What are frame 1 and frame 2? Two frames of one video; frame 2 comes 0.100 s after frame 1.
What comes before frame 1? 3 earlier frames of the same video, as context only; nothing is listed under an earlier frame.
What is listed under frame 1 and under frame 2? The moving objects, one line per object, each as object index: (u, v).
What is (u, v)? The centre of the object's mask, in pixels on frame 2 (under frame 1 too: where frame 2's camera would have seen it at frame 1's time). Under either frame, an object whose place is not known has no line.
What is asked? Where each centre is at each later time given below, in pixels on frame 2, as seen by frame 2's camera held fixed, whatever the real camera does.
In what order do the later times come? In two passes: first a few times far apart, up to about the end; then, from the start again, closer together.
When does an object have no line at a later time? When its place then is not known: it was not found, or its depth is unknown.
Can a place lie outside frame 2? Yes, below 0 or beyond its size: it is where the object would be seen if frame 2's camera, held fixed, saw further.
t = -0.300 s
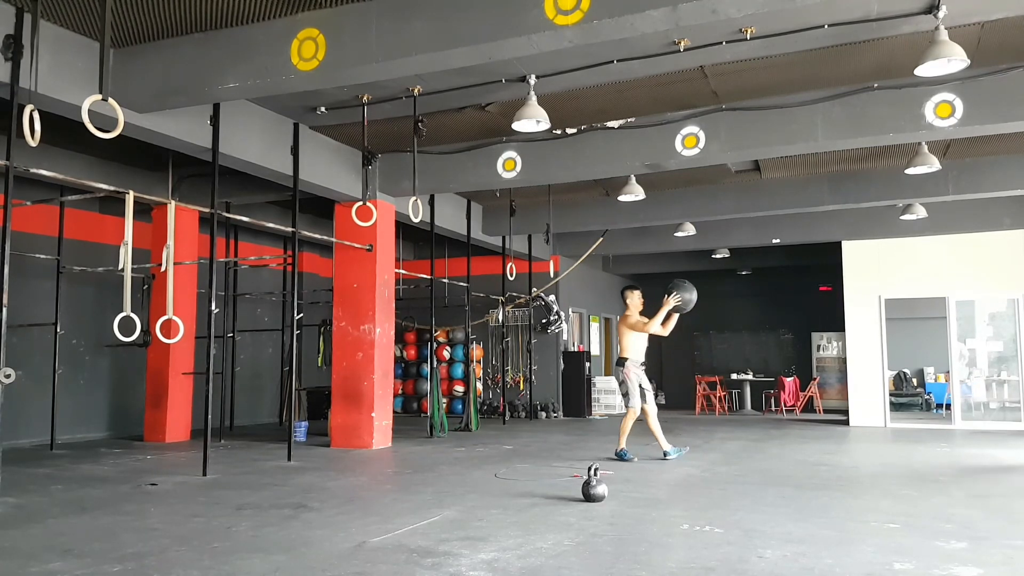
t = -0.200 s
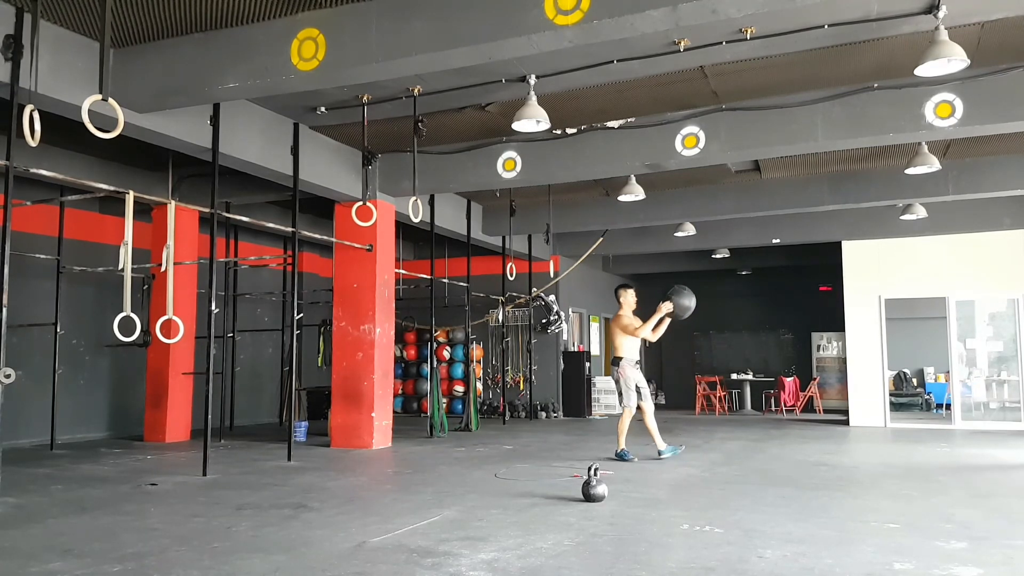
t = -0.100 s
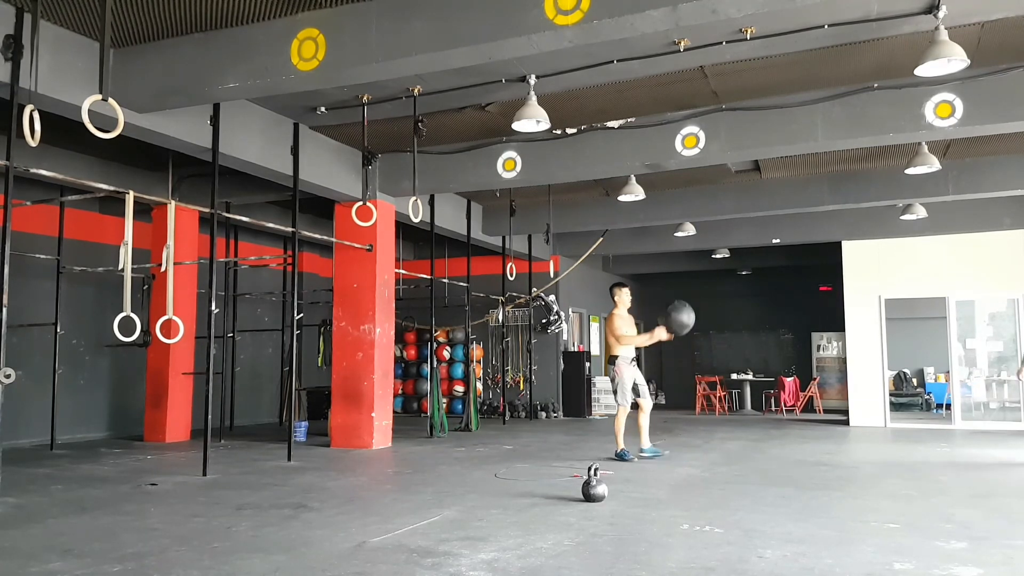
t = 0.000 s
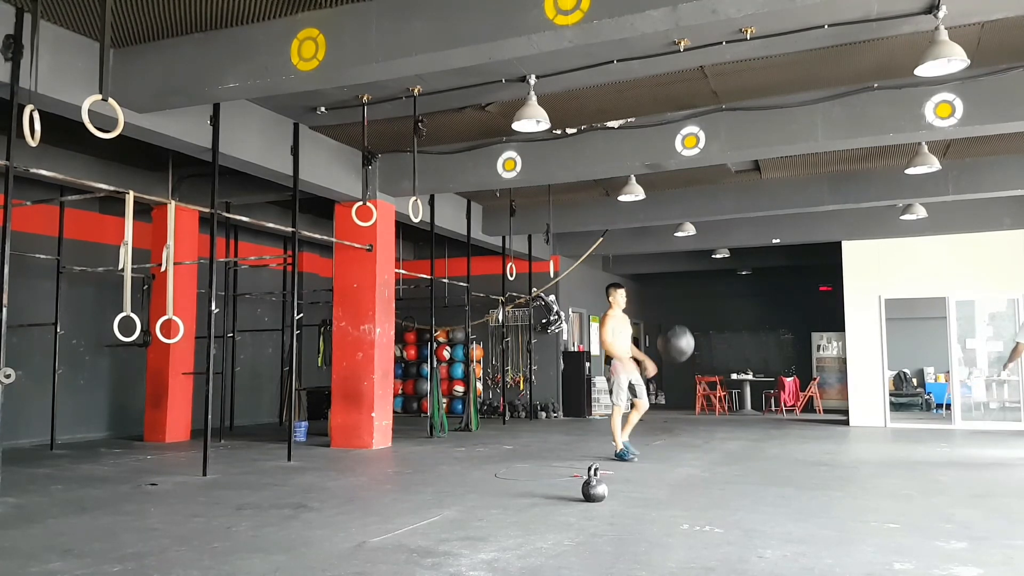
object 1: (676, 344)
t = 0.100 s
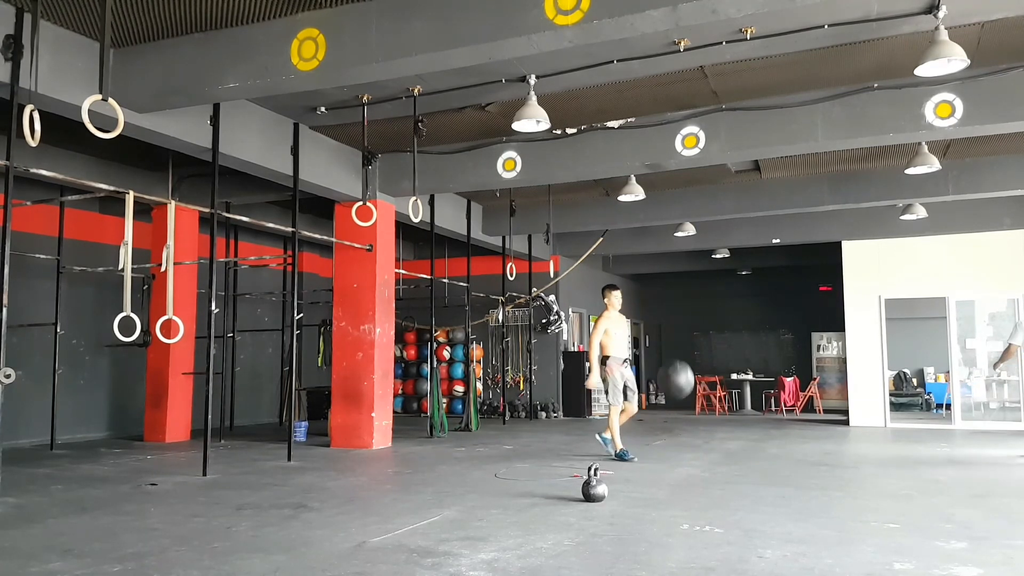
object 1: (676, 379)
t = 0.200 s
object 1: (676, 425)
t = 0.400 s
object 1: (675, 426)
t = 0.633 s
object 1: (674, 432)
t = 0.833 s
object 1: (675, 439)
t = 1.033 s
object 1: (675, 442)
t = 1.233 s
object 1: (675, 443)
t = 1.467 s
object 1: (675, 444)
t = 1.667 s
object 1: (675, 443)
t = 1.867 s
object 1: (675, 443)
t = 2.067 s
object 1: (675, 444)
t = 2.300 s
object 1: (675, 444)
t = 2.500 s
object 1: (675, 443)
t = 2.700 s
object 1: (675, 443)
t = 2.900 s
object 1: (675, 443)
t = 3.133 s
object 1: (675, 443)
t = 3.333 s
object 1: (675, 443)
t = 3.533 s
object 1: (675, 443)
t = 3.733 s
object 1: (675, 443)
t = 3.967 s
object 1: (675, 443)
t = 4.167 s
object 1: (675, 443)
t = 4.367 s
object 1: (675, 444)
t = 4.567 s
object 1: (675, 444)
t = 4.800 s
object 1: (675, 444)
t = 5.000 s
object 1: (675, 444)
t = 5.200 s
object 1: (675, 444)
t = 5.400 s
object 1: (675, 443)
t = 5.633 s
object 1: (675, 444)
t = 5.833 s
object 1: (675, 444)
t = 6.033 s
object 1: (675, 444)
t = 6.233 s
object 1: (675, 444)
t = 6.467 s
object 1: (675, 444)
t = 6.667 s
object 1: (675, 444)
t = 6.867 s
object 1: (675, 444)
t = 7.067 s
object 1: (675, 444)
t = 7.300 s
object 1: (675, 444)
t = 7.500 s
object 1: (675, 444)
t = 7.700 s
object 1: (675, 444)
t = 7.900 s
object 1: (675, 444)
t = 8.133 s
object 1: (675, 444)
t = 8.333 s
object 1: (675, 444)
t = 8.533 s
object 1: (675, 444)
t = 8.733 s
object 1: (675, 444)
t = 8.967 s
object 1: (675, 444)
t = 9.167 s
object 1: (675, 444)
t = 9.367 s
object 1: (675, 444)
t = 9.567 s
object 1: (675, 444)
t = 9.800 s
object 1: (675, 444)
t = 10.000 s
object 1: (675, 444)
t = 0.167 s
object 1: (676, 408)
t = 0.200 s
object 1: (676, 425)
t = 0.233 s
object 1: (676, 443)
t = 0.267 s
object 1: (676, 447)
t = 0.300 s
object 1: (675, 440)
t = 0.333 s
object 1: (675, 435)
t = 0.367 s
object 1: (675, 430)
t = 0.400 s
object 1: (675, 426)
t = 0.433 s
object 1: (674, 424)
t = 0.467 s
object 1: (674, 422)
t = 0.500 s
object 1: (674, 422)
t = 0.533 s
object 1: (674, 423)
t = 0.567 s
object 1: (674, 425)
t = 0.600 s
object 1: (674, 428)
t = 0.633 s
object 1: (674, 432)
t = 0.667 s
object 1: (674, 437)
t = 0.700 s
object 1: (674, 443)
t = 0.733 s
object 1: (674, 444)
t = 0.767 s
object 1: (674, 442)
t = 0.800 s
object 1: (674, 439)
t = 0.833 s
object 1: (675, 439)
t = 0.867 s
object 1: (675, 438)
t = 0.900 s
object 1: (675, 440)
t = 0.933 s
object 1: (675, 442)
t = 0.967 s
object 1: (675, 443)
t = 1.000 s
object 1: (675, 443)
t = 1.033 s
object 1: (675, 442)
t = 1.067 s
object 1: (675, 442)
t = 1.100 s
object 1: (675, 443)
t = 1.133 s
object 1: (675, 443)
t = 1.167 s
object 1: (675, 443)
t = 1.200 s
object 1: (675, 443)
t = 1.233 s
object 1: (675, 443)
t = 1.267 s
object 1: (675, 444)
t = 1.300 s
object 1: (675, 443)
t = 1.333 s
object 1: (675, 443)
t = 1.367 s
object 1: (675, 444)
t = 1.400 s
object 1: (675, 444)
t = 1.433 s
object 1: (675, 444)
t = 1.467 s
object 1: (675, 444)
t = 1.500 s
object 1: (675, 444)
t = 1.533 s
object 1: (675, 444)
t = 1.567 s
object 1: (675, 444)
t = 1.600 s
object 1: (675, 444)
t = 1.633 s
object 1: (675, 444)
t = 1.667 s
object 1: (675, 443)
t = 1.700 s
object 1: (675, 444)
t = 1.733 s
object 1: (675, 443)
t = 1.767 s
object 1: (675, 443)
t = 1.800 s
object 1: (675, 443)
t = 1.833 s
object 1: (675, 443)
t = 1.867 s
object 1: (675, 443)
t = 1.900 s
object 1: (675, 443)
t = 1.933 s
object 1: (675, 444)
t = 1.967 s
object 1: (675, 443)
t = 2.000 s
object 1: (675, 443)
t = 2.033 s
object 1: (675, 444)
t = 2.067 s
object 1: (675, 444)
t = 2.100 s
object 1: (675, 444)
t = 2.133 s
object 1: (675, 443)
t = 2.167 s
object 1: (675, 444)
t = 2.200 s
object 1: (675, 444)
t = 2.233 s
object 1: (675, 443)
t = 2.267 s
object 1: (675, 443)
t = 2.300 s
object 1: (675, 444)
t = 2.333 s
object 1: (675, 443)
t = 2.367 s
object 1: (675, 443)
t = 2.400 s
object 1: (675, 443)
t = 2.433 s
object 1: (675, 443)
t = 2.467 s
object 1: (675, 443)
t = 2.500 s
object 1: (675, 443)
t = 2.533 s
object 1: (675, 443)
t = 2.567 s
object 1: (675, 443)
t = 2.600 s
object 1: (675, 443)
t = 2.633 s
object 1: (675, 443)
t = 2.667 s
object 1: (675, 443)
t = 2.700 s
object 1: (675, 443)
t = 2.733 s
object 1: (675, 443)
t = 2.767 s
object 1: (675, 443)
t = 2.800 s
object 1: (675, 443)
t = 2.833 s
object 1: (675, 443)
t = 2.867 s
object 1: (675, 443)
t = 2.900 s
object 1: (675, 443)
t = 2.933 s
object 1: (675, 443)
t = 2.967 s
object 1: (675, 443)
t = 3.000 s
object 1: (675, 443)
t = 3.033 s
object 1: (675, 443)
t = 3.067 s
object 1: (675, 443)
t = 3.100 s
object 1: (675, 443)
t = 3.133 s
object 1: (675, 443)
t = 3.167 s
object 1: (675, 443)
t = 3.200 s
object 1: (675, 443)
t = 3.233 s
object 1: (675, 443)
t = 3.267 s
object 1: (675, 443)
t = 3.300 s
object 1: (675, 443)
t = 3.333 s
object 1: (675, 443)
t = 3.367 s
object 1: (675, 443)
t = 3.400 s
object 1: (675, 443)
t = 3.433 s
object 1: (675, 443)
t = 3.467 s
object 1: (675, 443)
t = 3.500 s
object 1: (675, 443)
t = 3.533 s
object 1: (675, 443)
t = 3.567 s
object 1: (675, 443)
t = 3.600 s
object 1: (675, 443)
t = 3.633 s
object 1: (675, 443)
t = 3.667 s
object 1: (675, 443)
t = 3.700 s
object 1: (675, 443)
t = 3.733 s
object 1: (675, 443)
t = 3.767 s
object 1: (675, 443)
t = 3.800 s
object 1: (675, 443)
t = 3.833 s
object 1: (675, 443)
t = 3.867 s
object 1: (675, 443)
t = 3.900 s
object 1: (675, 443)
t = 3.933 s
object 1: (675, 443)
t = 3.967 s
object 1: (675, 443)
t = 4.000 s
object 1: (675, 443)
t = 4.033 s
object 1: (675, 443)
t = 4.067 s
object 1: (675, 443)
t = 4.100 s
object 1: (675, 443)
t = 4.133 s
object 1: (675, 443)
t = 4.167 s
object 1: (675, 443)
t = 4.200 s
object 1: (675, 444)
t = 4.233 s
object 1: (675, 444)
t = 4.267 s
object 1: (675, 444)
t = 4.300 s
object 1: (675, 444)
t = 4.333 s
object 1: (675, 444)
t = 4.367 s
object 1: (675, 444)
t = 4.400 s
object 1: (675, 444)
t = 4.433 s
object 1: (675, 444)
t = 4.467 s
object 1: (675, 444)
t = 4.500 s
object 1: (675, 444)
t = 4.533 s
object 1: (675, 444)
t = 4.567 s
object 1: (675, 444)
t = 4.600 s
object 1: (675, 444)
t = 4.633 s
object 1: (675, 444)
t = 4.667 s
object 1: (675, 444)
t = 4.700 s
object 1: (675, 444)
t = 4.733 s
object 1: (675, 444)
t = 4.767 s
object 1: (675, 443)
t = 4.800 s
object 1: (675, 444)
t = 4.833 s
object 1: (675, 443)
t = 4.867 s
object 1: (675, 444)
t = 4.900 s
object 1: (675, 444)
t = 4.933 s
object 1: (675, 444)
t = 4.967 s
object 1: (675, 444)
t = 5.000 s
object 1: (675, 444)
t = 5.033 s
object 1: (675, 444)
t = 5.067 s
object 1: (675, 444)
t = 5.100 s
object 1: (675, 444)
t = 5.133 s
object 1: (675, 444)
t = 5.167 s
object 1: (675, 443)
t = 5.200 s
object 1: (675, 444)
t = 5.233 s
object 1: (675, 444)
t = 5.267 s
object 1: (675, 444)
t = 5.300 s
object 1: (675, 443)
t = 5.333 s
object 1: (675, 444)
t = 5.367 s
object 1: (675, 444)
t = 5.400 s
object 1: (675, 443)
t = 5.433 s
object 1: (675, 443)
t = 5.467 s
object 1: (675, 444)
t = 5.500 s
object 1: (675, 444)
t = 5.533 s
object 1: (675, 444)
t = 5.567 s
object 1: (675, 444)
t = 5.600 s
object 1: (675, 444)
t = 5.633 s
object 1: (675, 444)
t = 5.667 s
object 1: (675, 444)
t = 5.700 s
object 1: (675, 444)
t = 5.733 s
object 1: (675, 444)
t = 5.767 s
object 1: (675, 444)
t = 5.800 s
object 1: (675, 444)
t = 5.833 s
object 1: (675, 444)
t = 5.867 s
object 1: (675, 444)
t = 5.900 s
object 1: (675, 444)
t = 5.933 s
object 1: (675, 444)
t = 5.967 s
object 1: (675, 444)
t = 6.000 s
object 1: (675, 444)
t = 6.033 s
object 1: (675, 444)
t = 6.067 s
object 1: (675, 444)
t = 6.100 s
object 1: (675, 444)
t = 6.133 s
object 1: (675, 444)
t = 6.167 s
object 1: (675, 444)
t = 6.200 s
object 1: (675, 444)
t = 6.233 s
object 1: (675, 444)
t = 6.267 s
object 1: (675, 444)
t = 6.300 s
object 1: (675, 444)
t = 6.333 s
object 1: (675, 444)
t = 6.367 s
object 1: (675, 444)
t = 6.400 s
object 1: (675, 444)
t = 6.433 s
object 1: (675, 444)
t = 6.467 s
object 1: (675, 444)
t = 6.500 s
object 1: (675, 444)
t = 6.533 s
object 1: (675, 444)
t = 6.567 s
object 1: (675, 444)
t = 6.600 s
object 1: (675, 444)
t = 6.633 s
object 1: (675, 444)
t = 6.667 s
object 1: (675, 444)
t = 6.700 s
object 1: (675, 444)
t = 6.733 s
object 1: (675, 444)
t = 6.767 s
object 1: (675, 444)
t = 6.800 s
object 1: (675, 444)
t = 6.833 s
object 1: (675, 444)
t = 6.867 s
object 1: (675, 444)
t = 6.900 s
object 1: (675, 444)
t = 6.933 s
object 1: (675, 444)
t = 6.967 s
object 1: (675, 444)
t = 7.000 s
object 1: (675, 444)
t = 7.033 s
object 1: (675, 444)
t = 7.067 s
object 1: (675, 444)
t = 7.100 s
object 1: (675, 444)
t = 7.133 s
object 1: (675, 444)
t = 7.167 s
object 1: (675, 444)
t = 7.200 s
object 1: (675, 444)
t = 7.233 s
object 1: (675, 444)
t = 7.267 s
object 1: (675, 444)
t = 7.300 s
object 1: (675, 444)
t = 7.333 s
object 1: (675, 444)
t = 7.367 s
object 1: (675, 444)
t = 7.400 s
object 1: (675, 444)
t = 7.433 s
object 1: (675, 444)
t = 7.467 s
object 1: (675, 444)
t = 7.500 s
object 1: (675, 444)
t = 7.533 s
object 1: (675, 444)
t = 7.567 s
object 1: (675, 444)
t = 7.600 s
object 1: (675, 444)
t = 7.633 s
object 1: (675, 444)
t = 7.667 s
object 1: (675, 444)
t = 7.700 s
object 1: (675, 444)
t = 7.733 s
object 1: (675, 444)
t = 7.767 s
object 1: (675, 444)
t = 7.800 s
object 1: (675, 444)
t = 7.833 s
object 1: (675, 444)
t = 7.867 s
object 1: (675, 444)
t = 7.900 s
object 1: (675, 444)
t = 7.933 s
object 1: (675, 444)
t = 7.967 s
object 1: (675, 444)
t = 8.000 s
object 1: (675, 444)
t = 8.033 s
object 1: (675, 444)
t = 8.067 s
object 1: (675, 444)
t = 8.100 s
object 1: (675, 444)
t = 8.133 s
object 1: (675, 444)
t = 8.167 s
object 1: (675, 444)
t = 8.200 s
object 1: (675, 444)
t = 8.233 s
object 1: (675, 444)
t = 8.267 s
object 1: (675, 444)
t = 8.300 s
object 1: (675, 444)
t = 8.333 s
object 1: (675, 444)
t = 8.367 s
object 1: (675, 444)
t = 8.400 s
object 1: (675, 444)
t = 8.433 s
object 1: (675, 444)
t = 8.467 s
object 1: (675, 444)
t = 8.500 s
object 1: (675, 444)
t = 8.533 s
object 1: (675, 444)
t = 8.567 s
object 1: (675, 444)
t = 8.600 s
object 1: (675, 444)
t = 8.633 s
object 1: (675, 444)
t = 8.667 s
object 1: (675, 444)
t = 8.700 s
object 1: (675, 444)
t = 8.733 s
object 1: (675, 444)
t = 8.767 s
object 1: (675, 444)
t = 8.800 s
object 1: (675, 444)
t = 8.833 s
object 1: (675, 444)
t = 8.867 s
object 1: (675, 444)
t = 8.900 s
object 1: (675, 444)
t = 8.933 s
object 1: (675, 444)
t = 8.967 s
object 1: (675, 444)
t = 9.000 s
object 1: (675, 444)
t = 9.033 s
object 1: (675, 444)
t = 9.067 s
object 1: (675, 444)
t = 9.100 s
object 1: (675, 444)
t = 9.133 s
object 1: (675, 444)
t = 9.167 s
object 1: (675, 444)
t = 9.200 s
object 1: (675, 444)
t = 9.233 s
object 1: (675, 444)
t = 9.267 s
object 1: (675, 444)
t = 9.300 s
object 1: (675, 444)
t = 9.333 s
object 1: (675, 444)
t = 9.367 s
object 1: (675, 444)
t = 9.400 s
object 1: (675, 444)
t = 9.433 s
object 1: (675, 444)
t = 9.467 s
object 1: (675, 444)
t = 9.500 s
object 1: (675, 444)
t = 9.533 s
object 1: (675, 444)
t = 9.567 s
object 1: (675, 444)
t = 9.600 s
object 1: (675, 444)
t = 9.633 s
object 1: (675, 444)
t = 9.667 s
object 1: (675, 444)
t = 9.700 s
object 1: (675, 444)
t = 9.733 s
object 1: (675, 444)
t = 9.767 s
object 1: (675, 444)
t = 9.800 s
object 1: (675, 444)
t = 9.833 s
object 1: (675, 444)
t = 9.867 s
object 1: (675, 444)
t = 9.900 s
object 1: (675, 444)
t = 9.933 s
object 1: (675, 444)
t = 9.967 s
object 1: (675, 444)
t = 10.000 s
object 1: (675, 444)
